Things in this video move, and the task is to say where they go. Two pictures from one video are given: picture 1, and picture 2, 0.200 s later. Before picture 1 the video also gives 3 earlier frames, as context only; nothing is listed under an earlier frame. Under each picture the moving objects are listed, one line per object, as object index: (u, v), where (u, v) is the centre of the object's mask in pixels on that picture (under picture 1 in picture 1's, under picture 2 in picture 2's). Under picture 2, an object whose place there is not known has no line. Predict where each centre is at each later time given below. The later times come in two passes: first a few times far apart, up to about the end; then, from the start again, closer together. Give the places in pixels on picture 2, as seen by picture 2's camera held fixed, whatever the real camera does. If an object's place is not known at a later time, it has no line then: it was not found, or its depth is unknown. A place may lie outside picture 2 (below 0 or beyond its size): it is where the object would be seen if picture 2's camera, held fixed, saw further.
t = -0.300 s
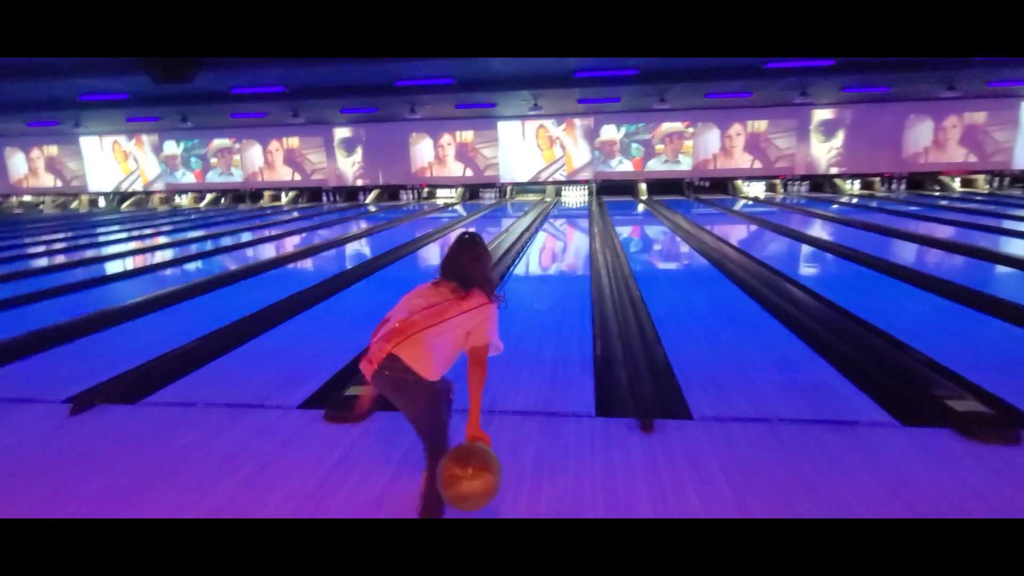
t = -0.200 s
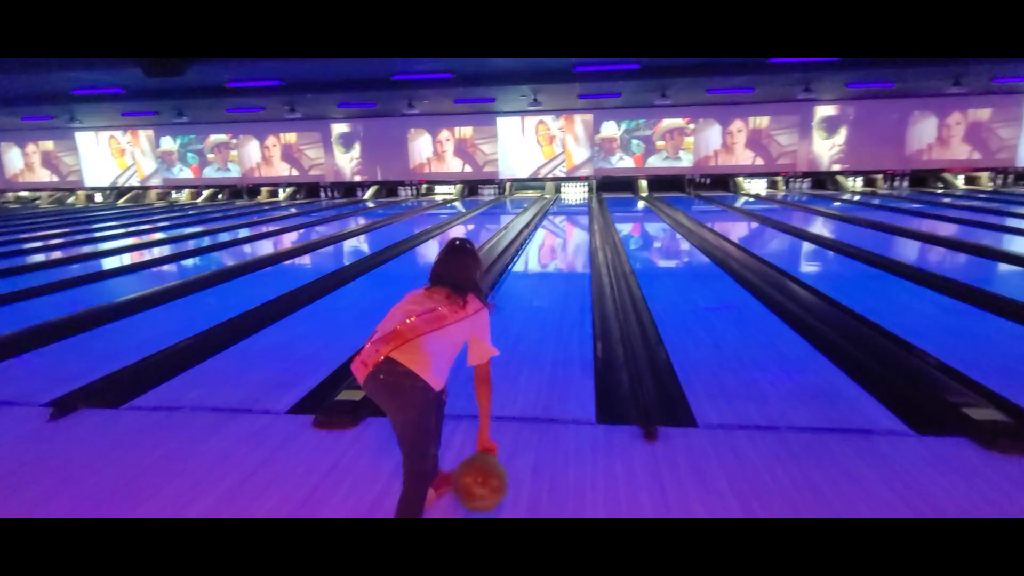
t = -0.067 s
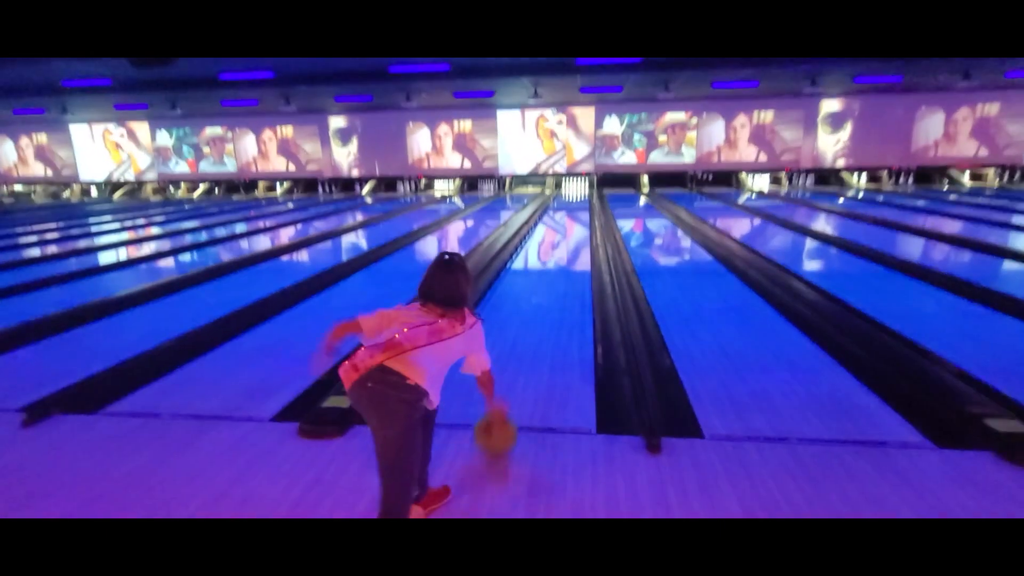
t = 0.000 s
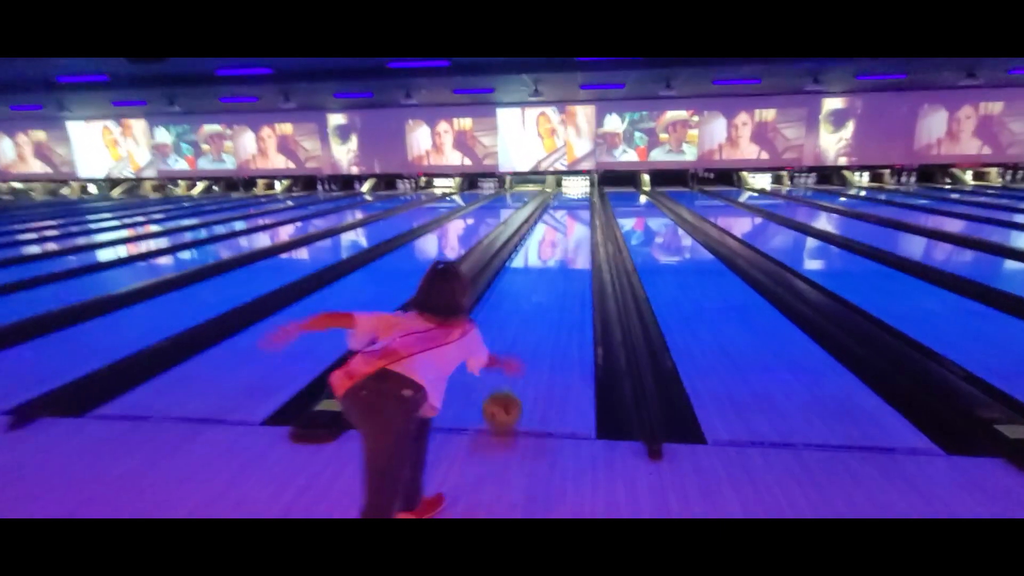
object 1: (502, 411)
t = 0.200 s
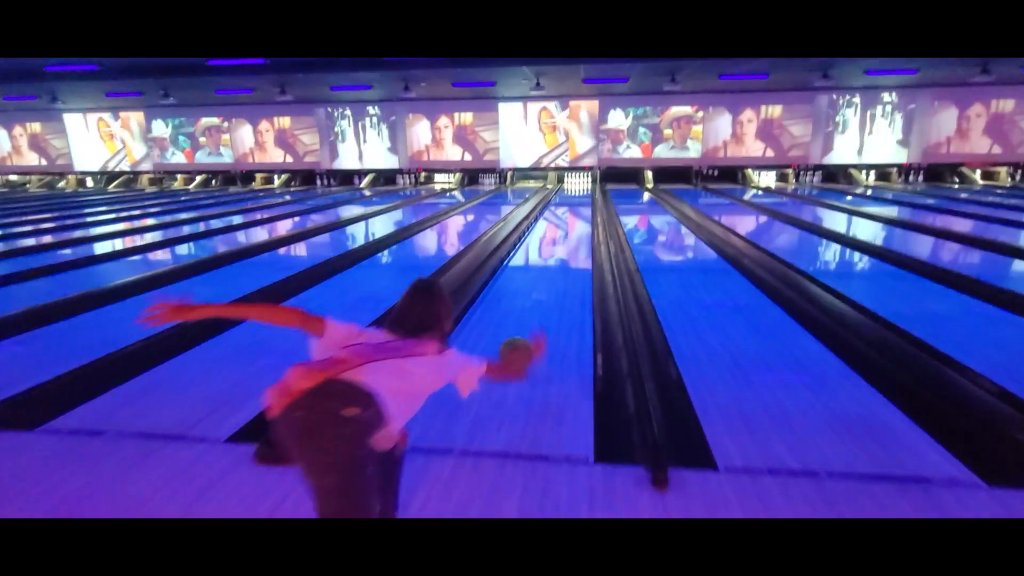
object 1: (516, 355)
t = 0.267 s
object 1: (520, 339)
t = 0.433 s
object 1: (529, 309)
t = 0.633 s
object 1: (537, 283)
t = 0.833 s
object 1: (544, 265)
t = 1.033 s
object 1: (550, 251)
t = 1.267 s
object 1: (555, 238)
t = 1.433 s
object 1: (558, 230)
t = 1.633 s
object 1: (560, 222)
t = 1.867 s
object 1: (562, 216)
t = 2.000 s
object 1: (563, 212)
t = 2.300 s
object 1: (566, 205)
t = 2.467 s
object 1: (567, 202)
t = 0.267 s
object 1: (520, 339)
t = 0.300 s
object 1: (522, 332)
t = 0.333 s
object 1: (524, 325)
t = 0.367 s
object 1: (526, 320)
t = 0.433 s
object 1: (529, 309)
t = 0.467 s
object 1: (531, 304)
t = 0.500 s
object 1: (532, 299)
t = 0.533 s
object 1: (533, 294)
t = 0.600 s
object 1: (535, 287)
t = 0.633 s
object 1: (537, 283)
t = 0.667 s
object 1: (538, 279)
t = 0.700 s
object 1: (540, 276)
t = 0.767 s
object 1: (542, 270)
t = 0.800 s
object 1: (543, 268)
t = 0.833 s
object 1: (544, 265)
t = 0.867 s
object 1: (545, 263)
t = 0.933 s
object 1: (547, 257)
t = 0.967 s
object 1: (548, 255)
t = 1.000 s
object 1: (549, 253)
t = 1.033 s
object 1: (550, 251)
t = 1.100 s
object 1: (551, 247)
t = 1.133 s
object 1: (552, 245)
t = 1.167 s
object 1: (553, 243)
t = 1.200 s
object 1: (554, 242)
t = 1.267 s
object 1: (555, 238)
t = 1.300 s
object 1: (556, 236)
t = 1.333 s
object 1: (556, 234)
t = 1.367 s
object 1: (557, 233)
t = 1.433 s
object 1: (558, 230)
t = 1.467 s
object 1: (558, 229)
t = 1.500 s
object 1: (559, 228)
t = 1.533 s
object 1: (559, 226)
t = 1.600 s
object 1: (560, 223)
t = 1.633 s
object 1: (560, 222)
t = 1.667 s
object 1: (560, 221)
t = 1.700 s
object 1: (561, 221)
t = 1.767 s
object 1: (562, 219)
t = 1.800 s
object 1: (562, 218)
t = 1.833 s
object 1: (562, 217)
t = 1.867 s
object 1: (562, 216)
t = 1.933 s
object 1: (563, 214)
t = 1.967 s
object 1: (563, 213)
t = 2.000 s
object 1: (563, 212)
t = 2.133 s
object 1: (565, 209)
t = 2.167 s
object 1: (565, 208)
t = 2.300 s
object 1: (566, 205)
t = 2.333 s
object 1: (566, 205)
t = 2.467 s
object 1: (567, 202)
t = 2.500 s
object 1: (567, 201)
